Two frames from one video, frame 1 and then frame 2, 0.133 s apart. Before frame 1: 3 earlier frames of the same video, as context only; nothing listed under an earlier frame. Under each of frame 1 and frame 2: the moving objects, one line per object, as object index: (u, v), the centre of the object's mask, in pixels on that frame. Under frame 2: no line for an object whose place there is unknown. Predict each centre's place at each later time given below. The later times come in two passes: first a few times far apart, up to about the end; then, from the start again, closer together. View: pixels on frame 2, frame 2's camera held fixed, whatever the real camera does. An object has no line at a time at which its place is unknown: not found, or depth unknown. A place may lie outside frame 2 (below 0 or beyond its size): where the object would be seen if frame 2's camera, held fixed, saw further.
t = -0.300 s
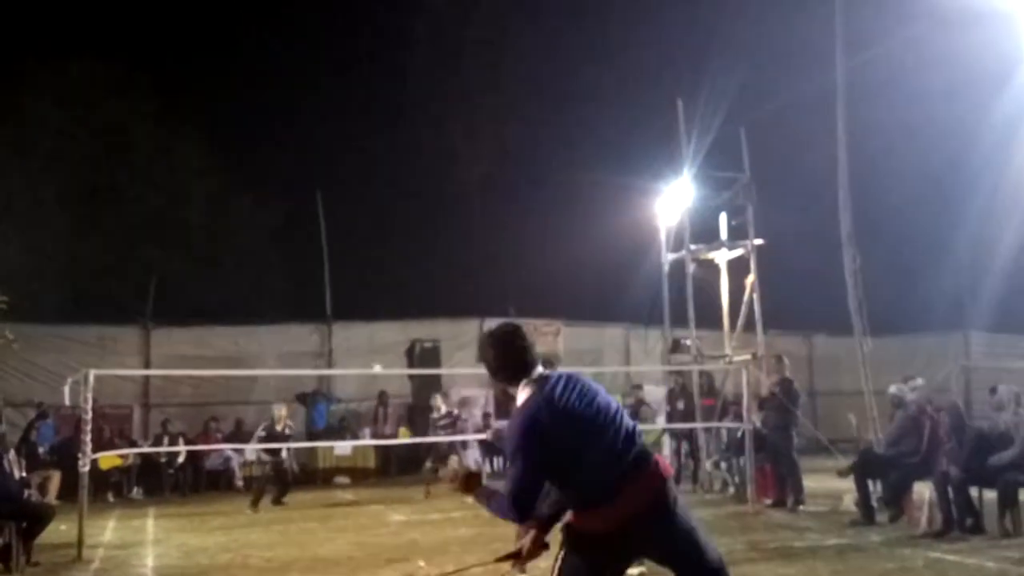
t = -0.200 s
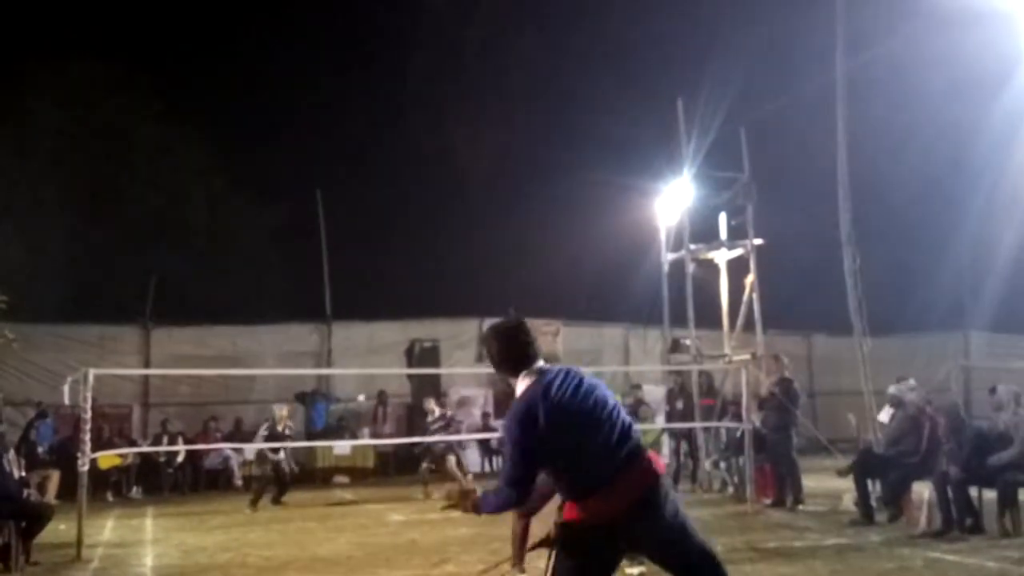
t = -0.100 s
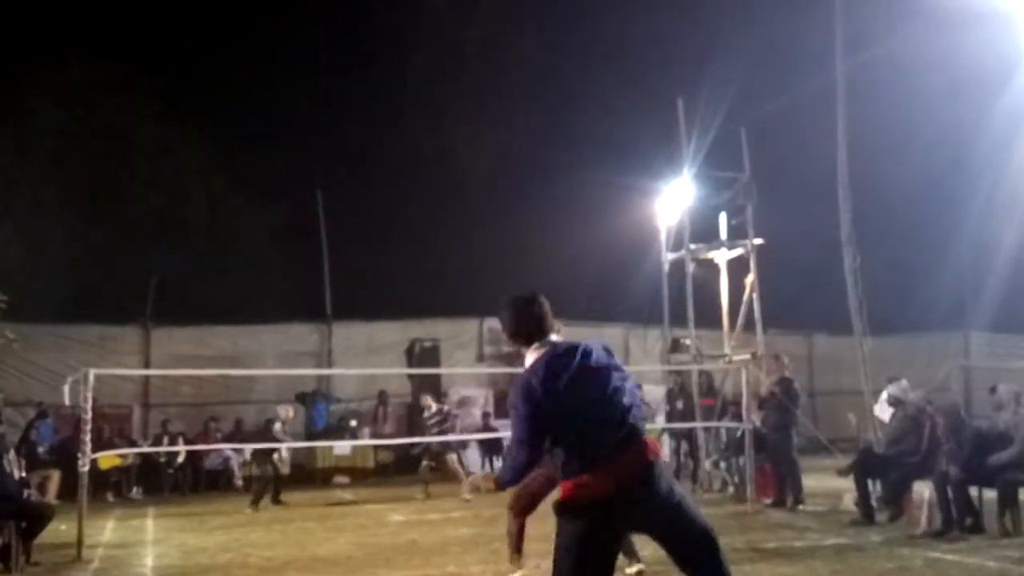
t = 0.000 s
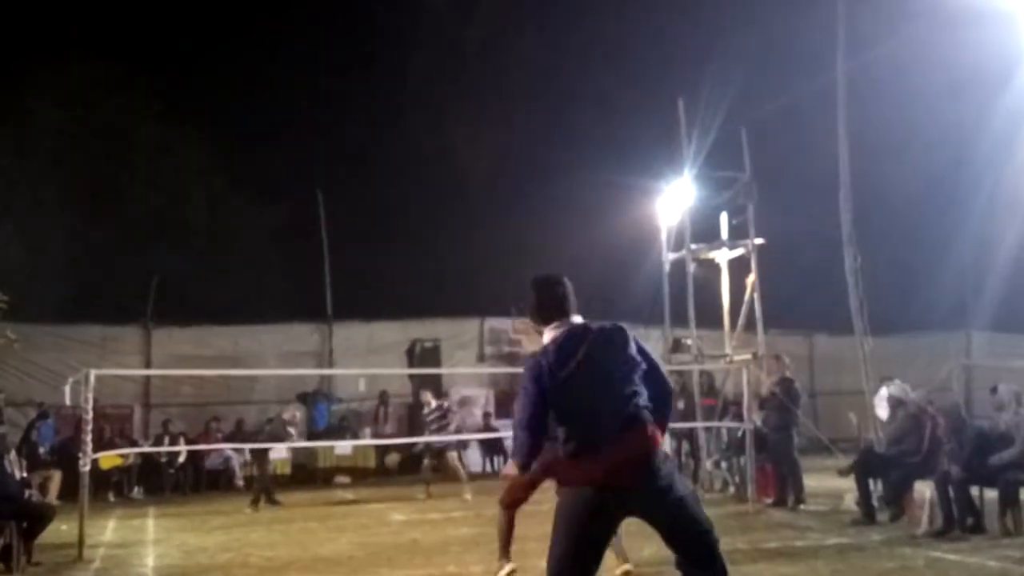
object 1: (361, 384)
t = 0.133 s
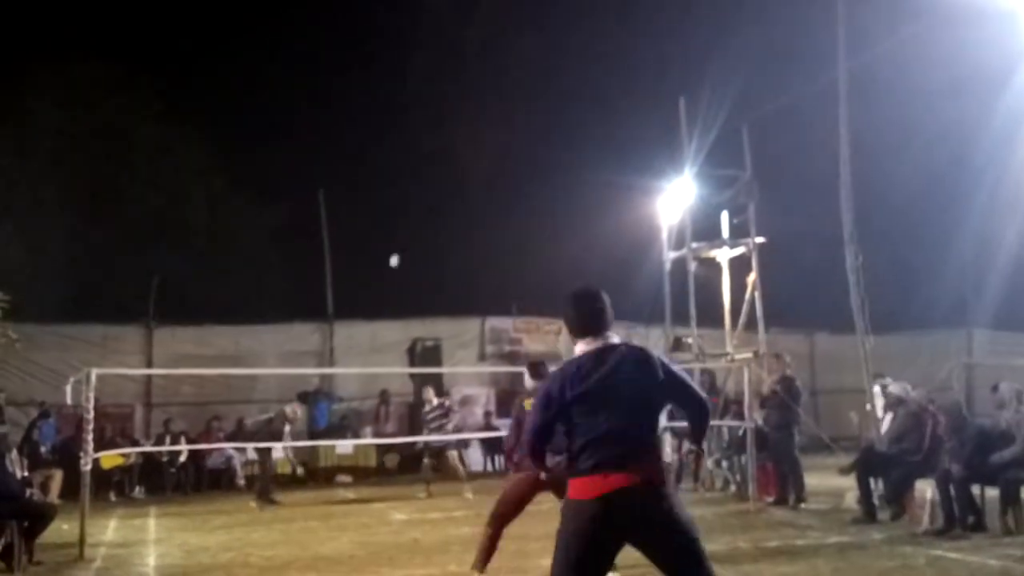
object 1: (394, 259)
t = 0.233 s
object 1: (414, 189)
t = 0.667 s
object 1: (501, 35)
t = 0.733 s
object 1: (516, 34)
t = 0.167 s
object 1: (401, 234)
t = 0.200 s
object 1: (408, 210)
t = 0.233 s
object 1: (414, 189)
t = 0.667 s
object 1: (501, 35)
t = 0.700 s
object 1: (508, 33)
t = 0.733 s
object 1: (516, 34)
